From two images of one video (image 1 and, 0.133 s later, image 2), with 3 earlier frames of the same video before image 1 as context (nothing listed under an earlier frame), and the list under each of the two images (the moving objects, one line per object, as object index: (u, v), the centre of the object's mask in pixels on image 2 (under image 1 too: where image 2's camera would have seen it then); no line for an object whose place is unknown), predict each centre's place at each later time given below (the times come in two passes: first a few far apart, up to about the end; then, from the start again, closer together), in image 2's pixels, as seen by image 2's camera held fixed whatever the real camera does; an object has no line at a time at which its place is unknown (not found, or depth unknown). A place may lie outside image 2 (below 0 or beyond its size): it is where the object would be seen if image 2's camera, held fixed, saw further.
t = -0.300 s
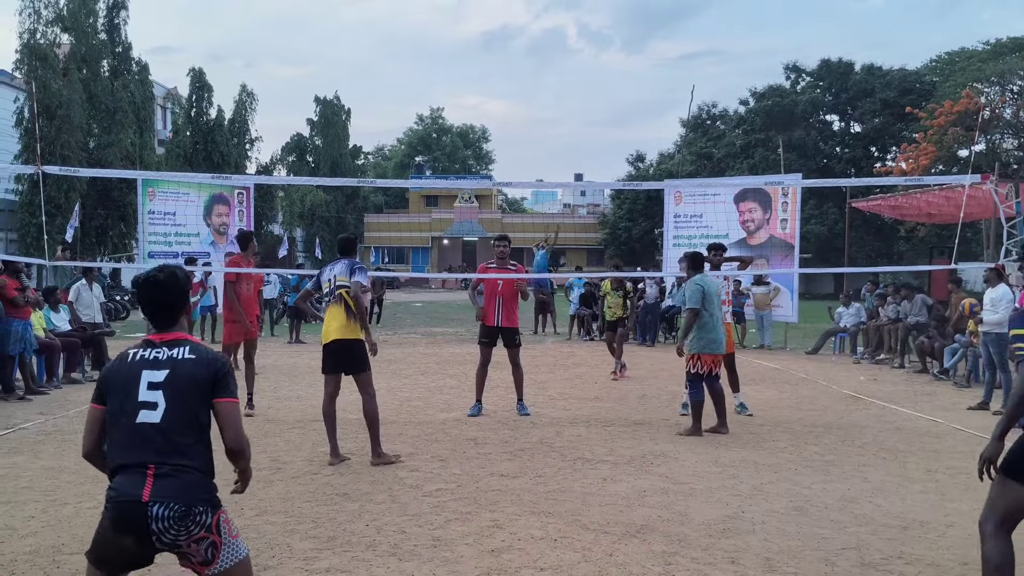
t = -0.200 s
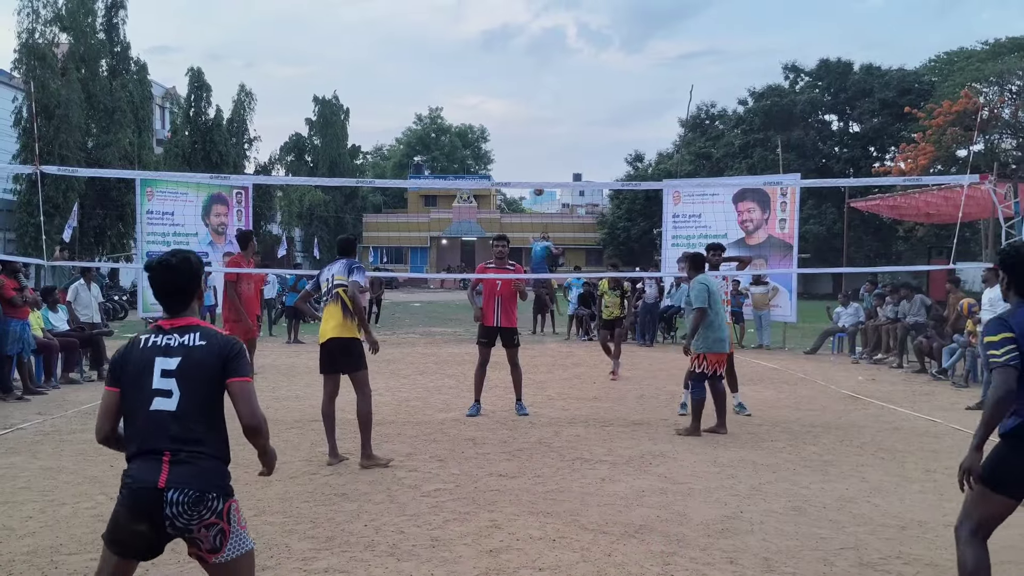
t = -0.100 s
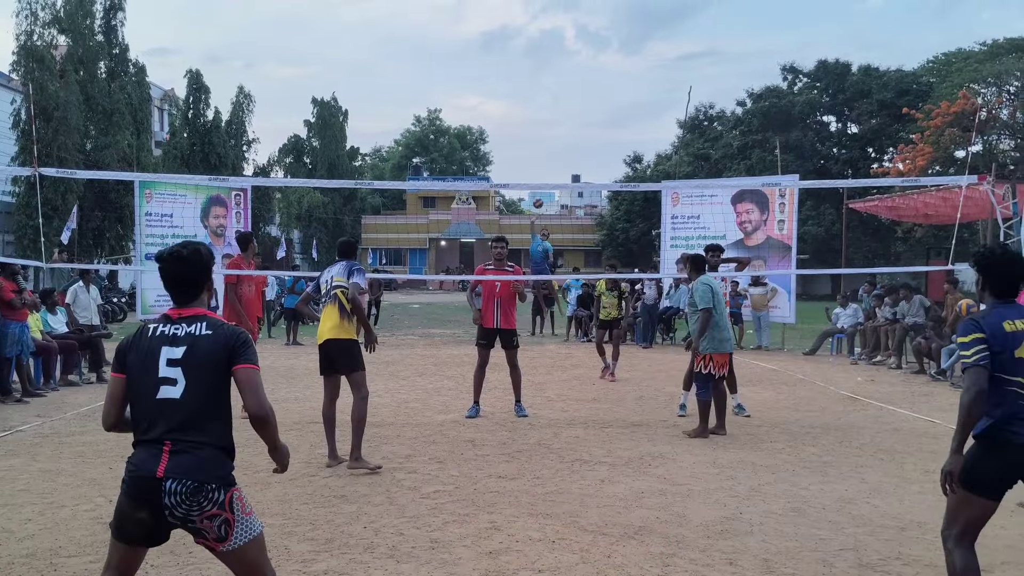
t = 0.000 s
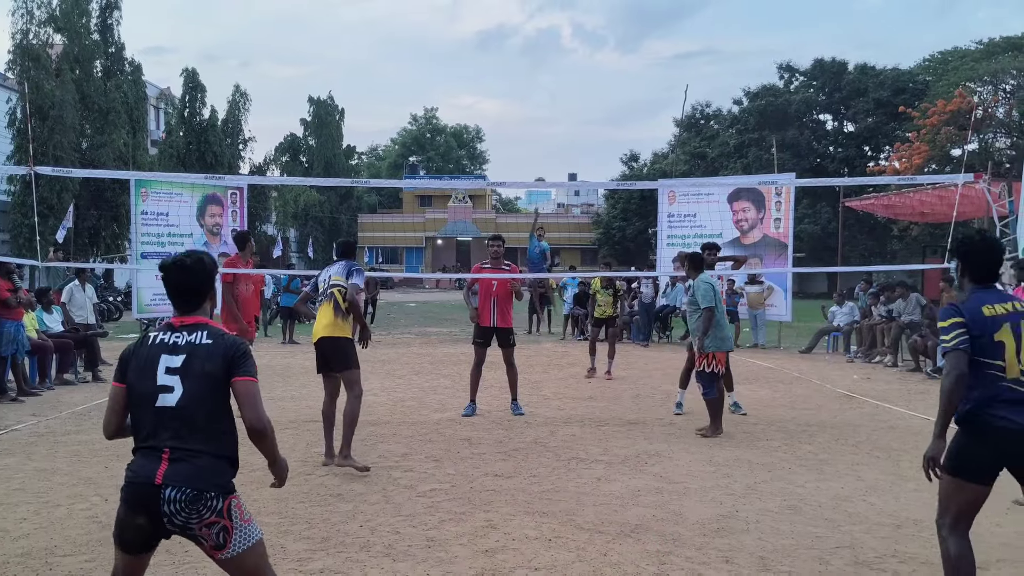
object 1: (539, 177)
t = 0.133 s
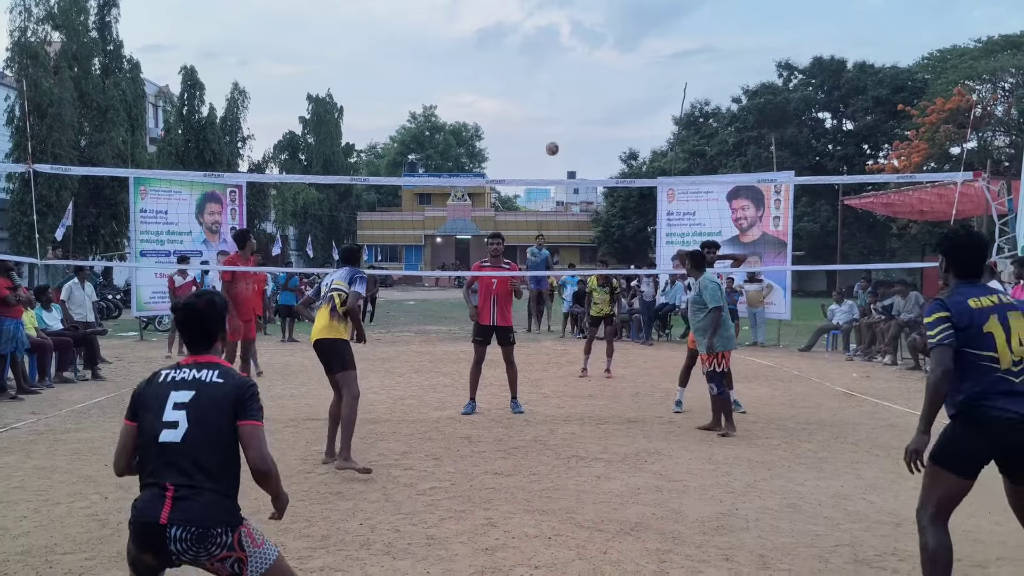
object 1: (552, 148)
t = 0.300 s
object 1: (578, 122)
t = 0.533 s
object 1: (647, 128)
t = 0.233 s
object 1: (566, 131)
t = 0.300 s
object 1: (578, 122)
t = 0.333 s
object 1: (585, 119)
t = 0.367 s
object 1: (593, 117)
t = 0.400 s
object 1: (601, 116)
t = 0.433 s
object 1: (611, 117)
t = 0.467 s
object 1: (621, 119)
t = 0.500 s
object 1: (633, 122)
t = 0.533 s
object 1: (647, 128)
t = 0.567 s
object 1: (662, 138)
